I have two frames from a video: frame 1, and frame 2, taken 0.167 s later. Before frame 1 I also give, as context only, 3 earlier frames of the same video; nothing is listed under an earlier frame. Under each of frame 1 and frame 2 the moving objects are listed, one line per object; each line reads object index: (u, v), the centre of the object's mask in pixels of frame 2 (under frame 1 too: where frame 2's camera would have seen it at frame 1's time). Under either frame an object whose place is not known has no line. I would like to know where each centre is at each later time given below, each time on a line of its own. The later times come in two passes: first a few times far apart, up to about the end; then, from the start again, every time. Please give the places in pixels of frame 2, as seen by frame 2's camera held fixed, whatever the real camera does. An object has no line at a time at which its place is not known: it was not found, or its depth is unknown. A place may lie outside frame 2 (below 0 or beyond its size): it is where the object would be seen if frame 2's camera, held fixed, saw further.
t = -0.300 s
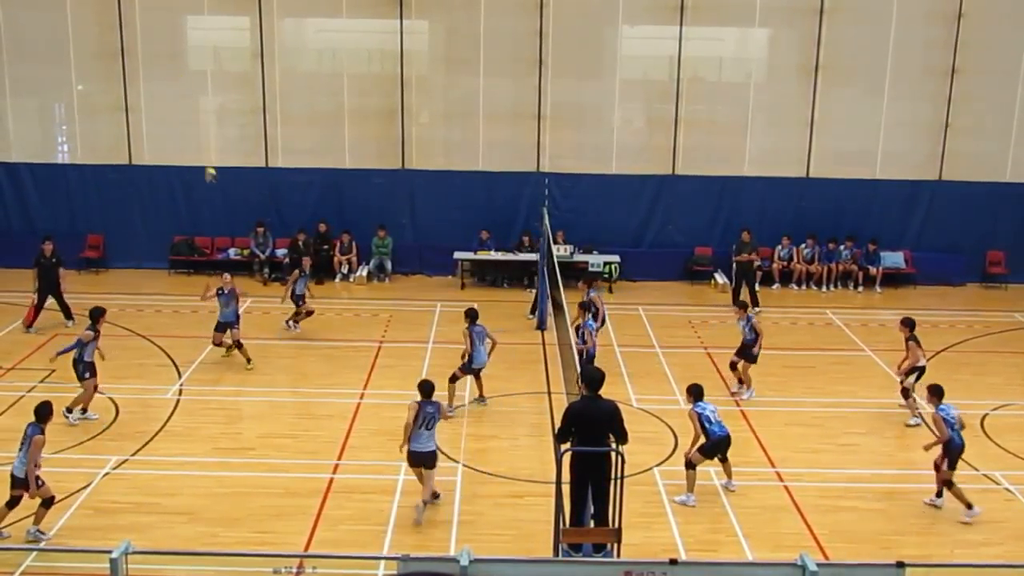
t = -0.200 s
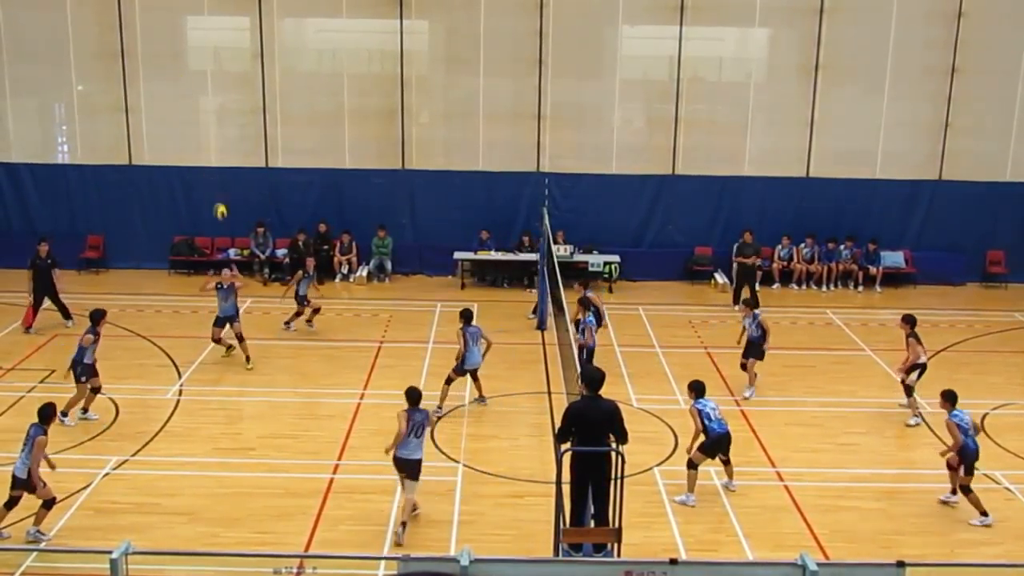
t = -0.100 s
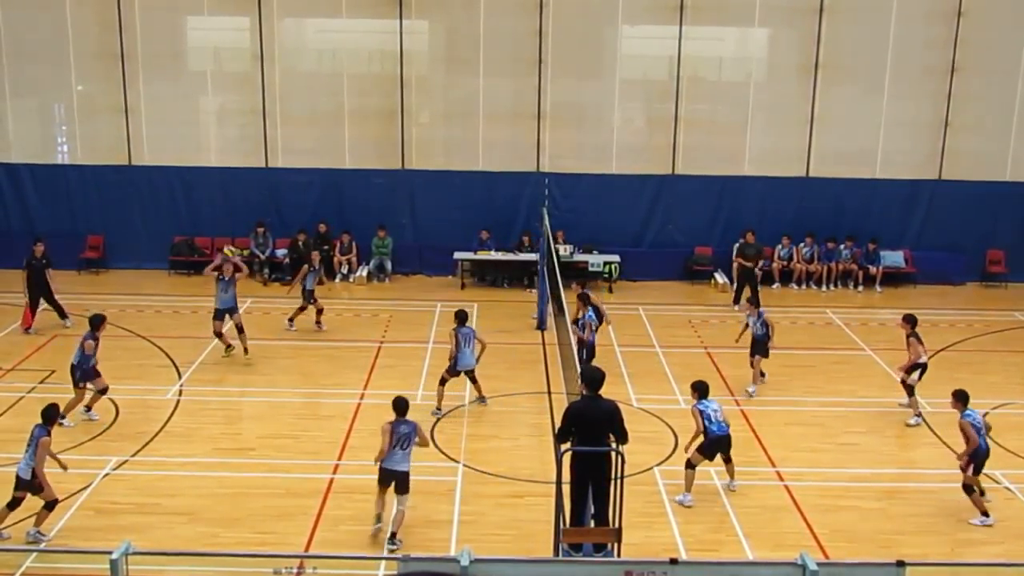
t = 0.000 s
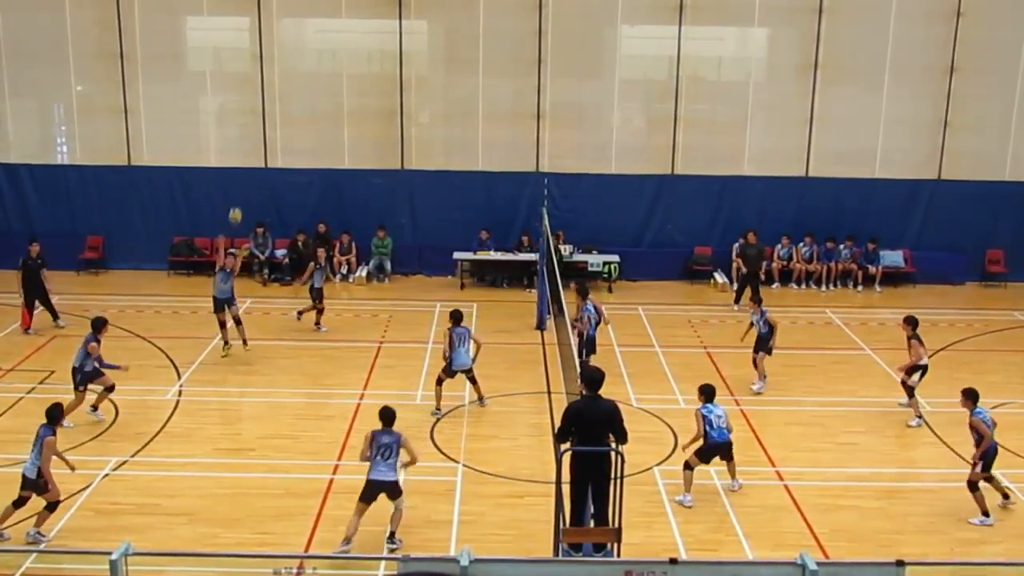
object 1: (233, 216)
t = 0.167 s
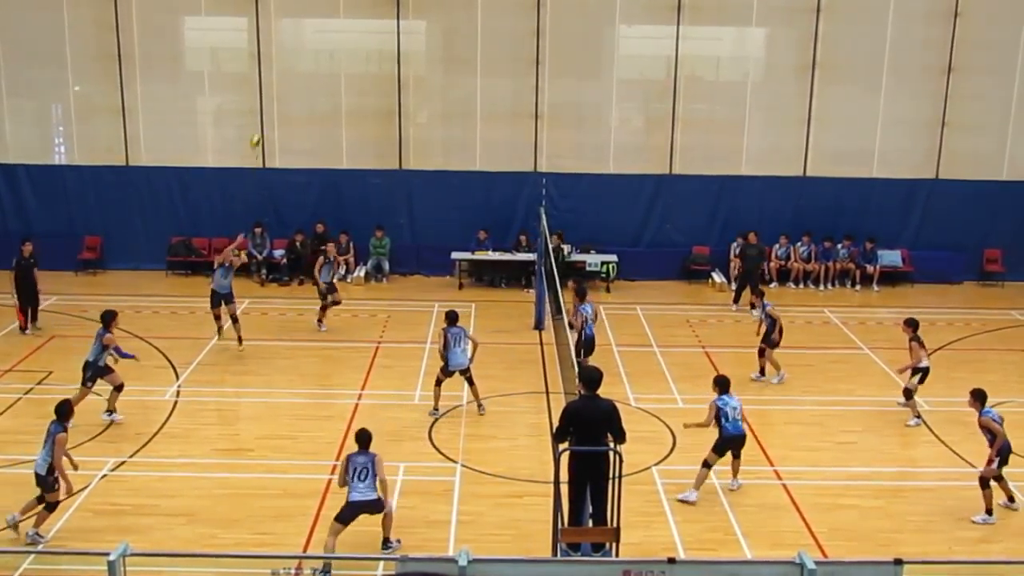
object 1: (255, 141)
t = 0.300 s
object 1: (272, 95)
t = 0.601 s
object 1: (315, 21)
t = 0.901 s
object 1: (361, 8)
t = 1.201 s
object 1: (409, 57)
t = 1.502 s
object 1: (455, 170)
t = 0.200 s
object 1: (259, 128)
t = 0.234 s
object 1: (264, 116)
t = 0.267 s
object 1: (268, 106)
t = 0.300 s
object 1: (272, 95)
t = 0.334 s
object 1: (277, 84)
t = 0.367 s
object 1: (281, 74)
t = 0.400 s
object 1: (286, 63)
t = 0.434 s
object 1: (291, 55)
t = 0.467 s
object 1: (296, 47)
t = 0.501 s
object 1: (300, 39)
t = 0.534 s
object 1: (306, 33)
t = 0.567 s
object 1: (311, 26)
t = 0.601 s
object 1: (315, 21)
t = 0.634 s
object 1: (320, 16)
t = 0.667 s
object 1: (325, 13)
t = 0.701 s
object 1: (330, 10)
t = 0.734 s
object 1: (335, 8)
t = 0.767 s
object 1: (340, 7)
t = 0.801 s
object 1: (345, 6)
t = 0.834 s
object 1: (351, 6)
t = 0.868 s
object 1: (357, 6)
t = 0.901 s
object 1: (361, 8)
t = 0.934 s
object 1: (366, 10)
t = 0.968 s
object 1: (372, 13)
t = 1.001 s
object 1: (377, 16)
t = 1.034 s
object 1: (382, 21)
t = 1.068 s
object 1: (388, 27)
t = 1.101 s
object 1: (393, 33)
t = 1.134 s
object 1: (398, 40)
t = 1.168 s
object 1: (404, 48)
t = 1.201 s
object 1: (409, 57)
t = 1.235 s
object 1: (414, 67)
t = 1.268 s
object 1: (420, 77)
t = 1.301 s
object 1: (425, 87)
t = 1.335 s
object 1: (430, 100)
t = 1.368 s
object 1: (435, 112)
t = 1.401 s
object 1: (440, 125)
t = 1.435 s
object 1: (446, 139)
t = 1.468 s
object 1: (450, 153)
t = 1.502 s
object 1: (455, 170)
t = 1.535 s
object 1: (459, 186)
